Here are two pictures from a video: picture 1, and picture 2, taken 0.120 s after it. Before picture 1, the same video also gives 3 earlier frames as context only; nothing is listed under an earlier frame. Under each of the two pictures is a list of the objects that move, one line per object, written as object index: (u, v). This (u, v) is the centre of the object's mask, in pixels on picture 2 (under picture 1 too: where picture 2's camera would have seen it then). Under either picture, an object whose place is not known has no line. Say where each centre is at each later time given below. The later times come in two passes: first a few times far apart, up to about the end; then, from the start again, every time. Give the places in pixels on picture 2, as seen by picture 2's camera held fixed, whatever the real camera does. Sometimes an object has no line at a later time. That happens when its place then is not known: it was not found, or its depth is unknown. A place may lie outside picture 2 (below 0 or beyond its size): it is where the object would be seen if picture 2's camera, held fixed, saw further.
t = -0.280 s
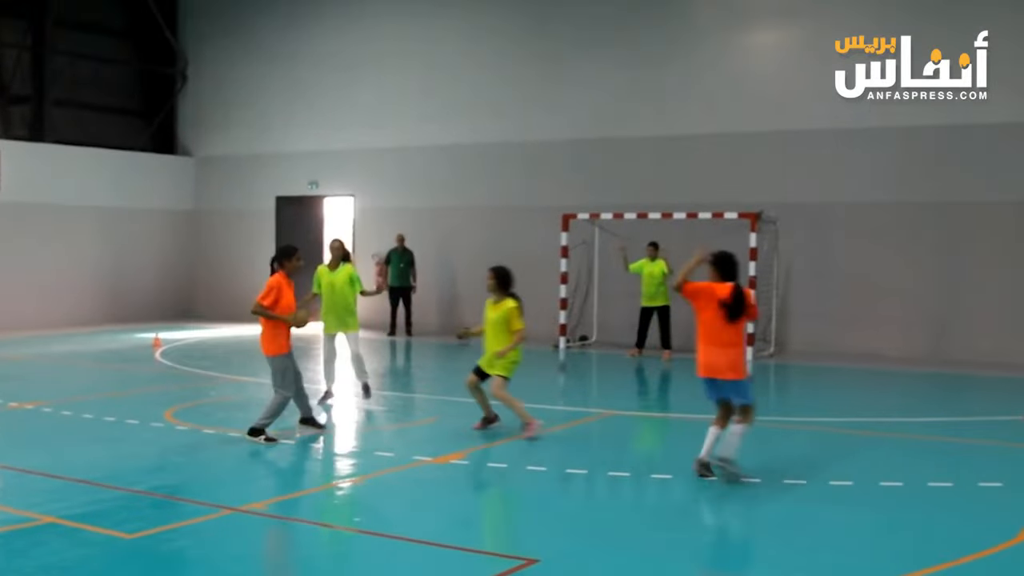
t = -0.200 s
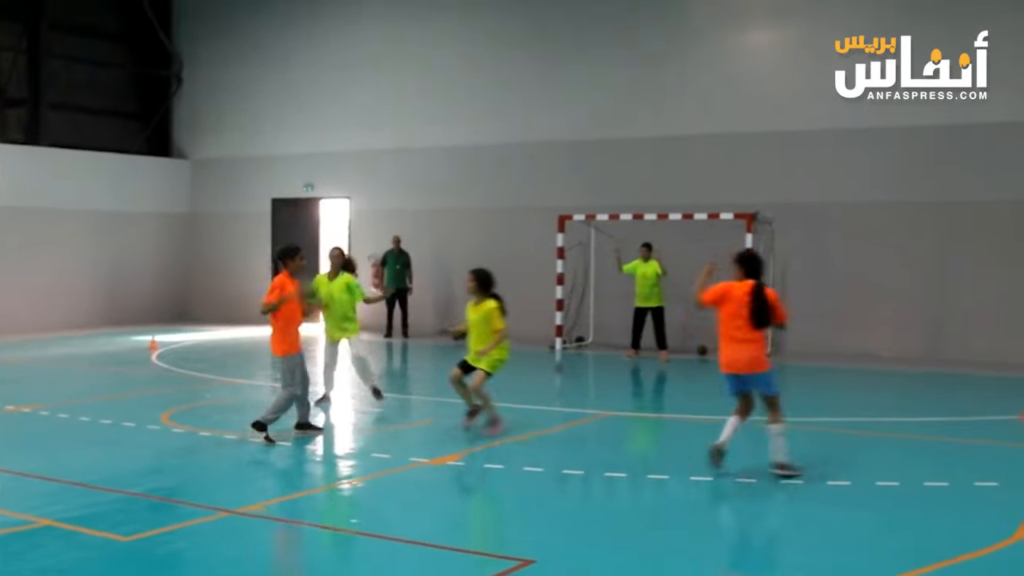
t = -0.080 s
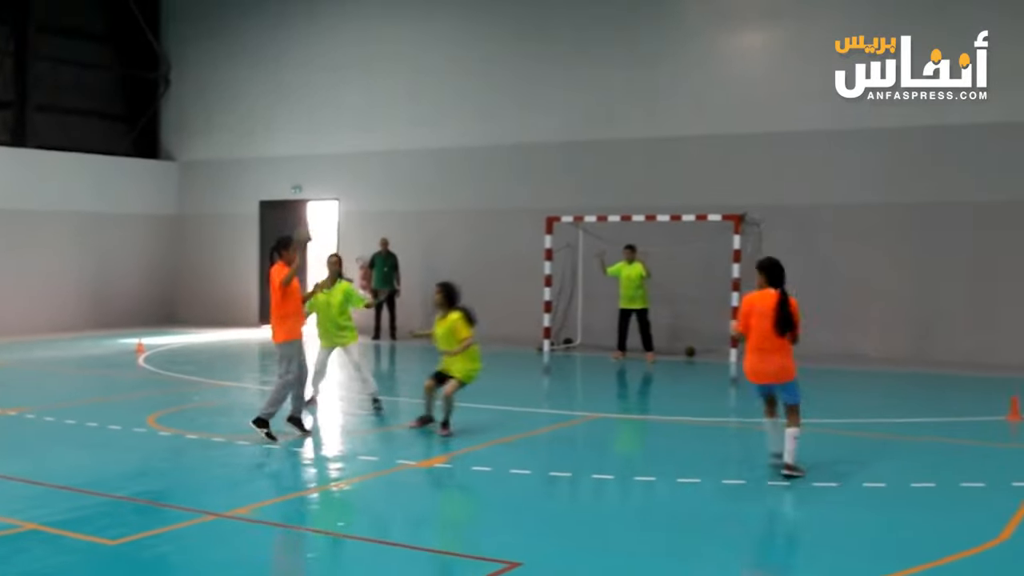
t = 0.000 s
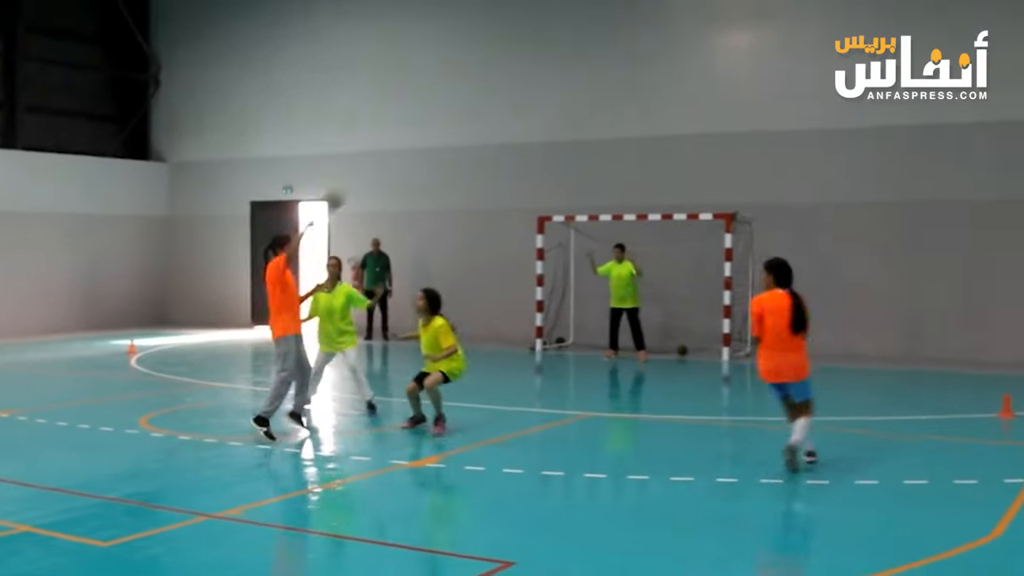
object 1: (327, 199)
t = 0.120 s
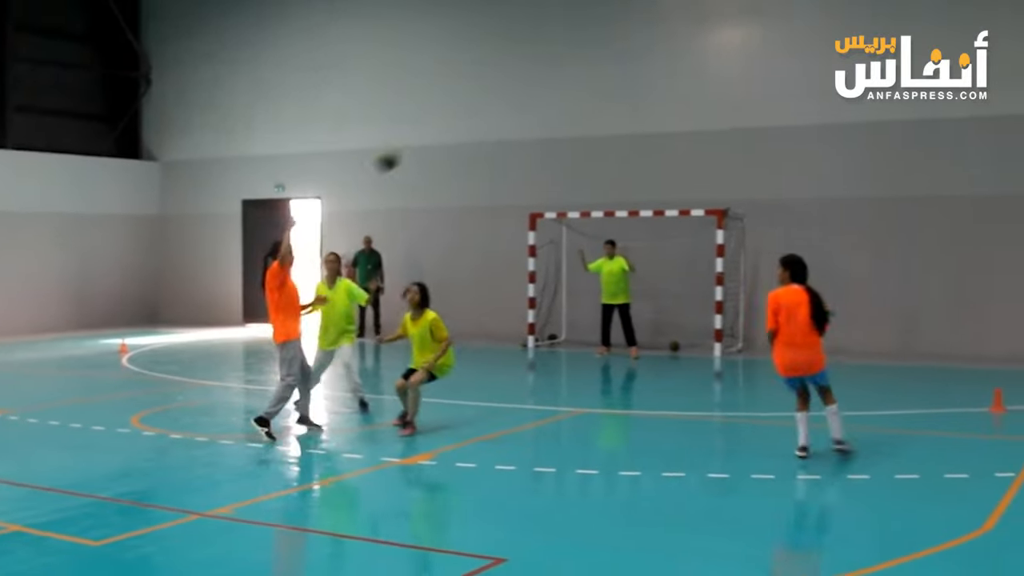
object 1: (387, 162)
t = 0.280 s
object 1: (471, 137)
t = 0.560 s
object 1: (616, 172)
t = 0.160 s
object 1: (407, 152)
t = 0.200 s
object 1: (429, 144)
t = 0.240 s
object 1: (450, 140)
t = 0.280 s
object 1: (471, 137)
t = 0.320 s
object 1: (491, 136)
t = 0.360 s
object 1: (512, 137)
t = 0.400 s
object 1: (532, 139)
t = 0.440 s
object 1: (552, 144)
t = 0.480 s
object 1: (573, 152)
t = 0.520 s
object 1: (594, 161)
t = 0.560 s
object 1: (616, 172)
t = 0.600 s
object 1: (637, 185)
